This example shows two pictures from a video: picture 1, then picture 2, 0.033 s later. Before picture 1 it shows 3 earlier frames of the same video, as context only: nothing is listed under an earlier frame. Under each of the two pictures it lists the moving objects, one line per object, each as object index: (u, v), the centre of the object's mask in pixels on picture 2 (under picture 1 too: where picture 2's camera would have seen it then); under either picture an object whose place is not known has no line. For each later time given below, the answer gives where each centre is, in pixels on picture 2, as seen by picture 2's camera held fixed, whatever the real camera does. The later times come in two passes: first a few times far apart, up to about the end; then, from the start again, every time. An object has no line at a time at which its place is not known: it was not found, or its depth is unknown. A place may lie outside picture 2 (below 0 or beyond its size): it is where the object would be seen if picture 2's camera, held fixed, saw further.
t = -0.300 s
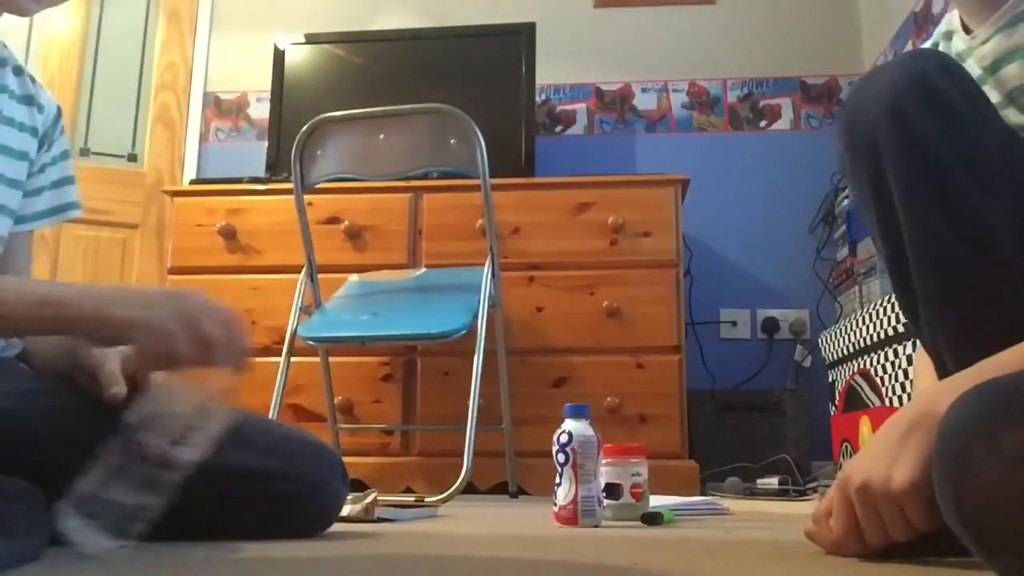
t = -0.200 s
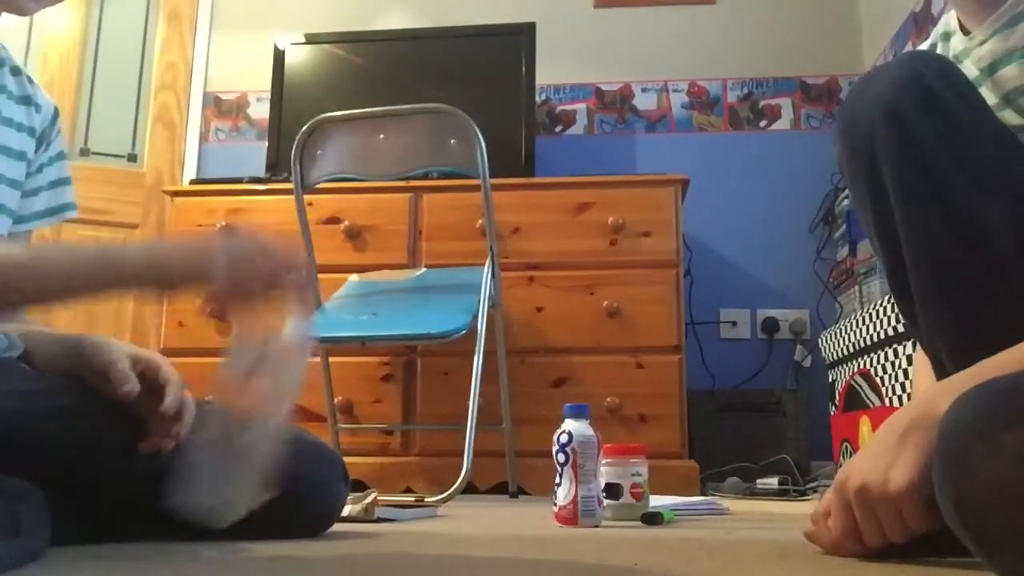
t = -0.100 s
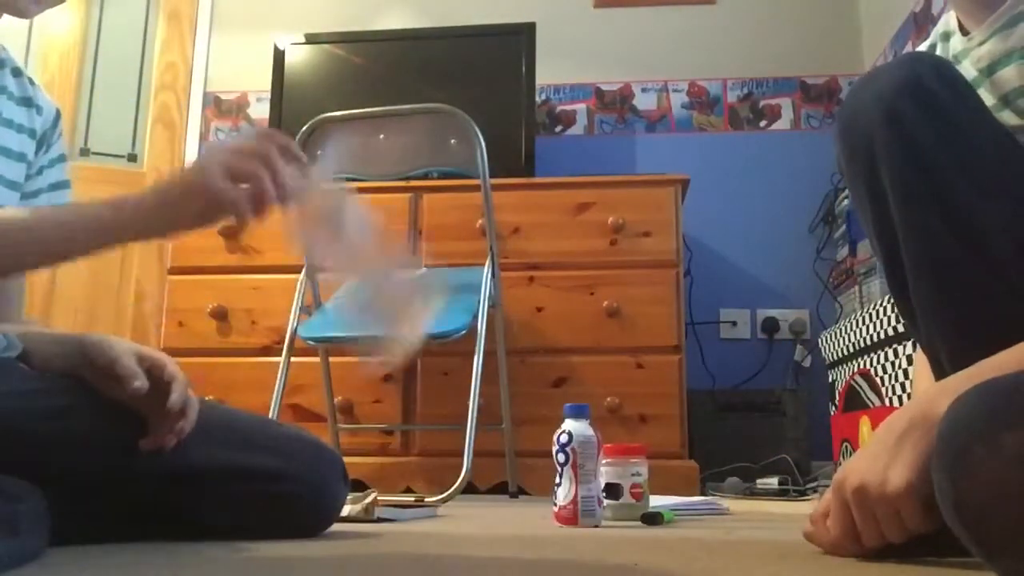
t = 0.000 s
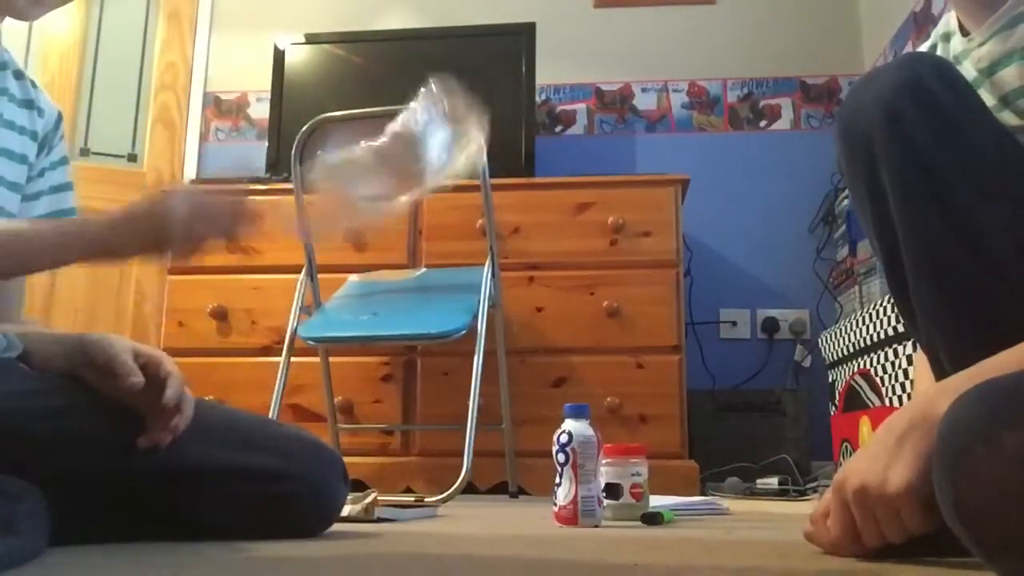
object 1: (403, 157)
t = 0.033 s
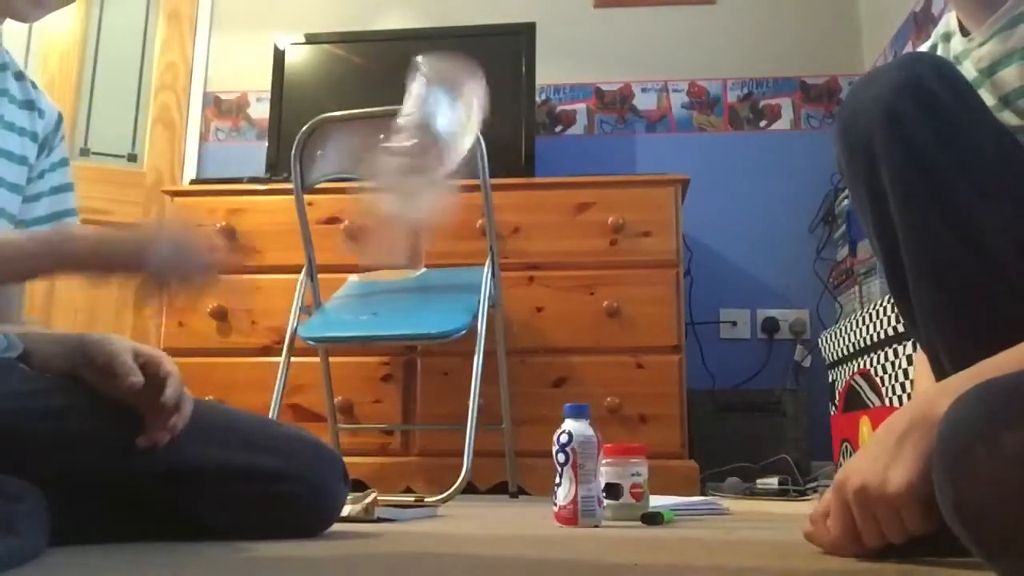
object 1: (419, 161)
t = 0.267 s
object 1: (490, 218)
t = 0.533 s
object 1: (405, 468)
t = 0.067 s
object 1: (458, 153)
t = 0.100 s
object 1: (489, 131)
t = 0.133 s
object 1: (508, 117)
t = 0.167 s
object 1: (504, 116)
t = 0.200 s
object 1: (499, 137)
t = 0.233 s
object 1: (492, 173)
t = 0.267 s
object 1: (490, 218)
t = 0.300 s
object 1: (483, 301)
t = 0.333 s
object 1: (480, 376)
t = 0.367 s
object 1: (475, 454)
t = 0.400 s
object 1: (465, 451)
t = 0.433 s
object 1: (453, 452)
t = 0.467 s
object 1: (441, 453)
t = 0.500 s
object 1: (424, 457)
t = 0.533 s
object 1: (405, 468)
